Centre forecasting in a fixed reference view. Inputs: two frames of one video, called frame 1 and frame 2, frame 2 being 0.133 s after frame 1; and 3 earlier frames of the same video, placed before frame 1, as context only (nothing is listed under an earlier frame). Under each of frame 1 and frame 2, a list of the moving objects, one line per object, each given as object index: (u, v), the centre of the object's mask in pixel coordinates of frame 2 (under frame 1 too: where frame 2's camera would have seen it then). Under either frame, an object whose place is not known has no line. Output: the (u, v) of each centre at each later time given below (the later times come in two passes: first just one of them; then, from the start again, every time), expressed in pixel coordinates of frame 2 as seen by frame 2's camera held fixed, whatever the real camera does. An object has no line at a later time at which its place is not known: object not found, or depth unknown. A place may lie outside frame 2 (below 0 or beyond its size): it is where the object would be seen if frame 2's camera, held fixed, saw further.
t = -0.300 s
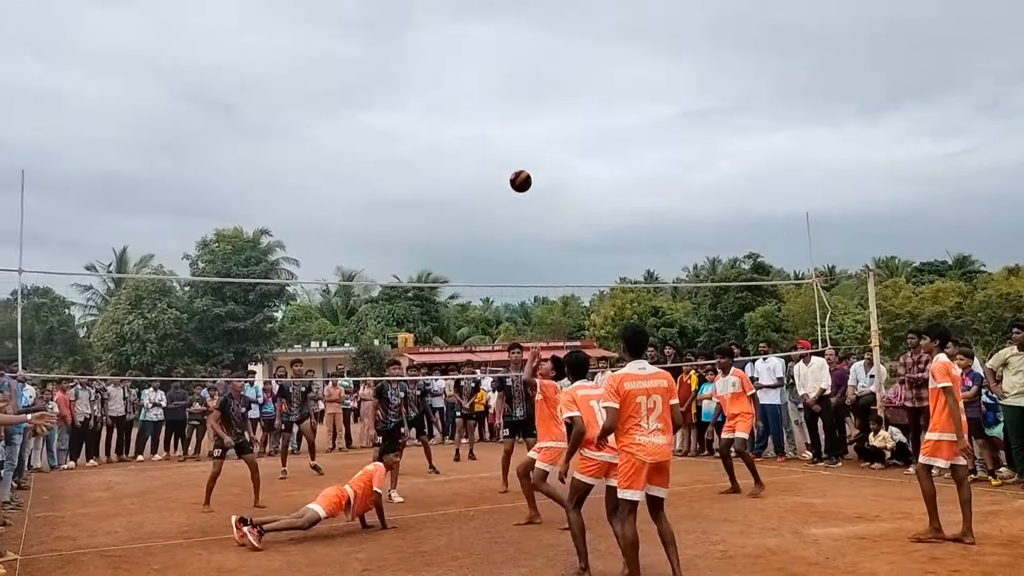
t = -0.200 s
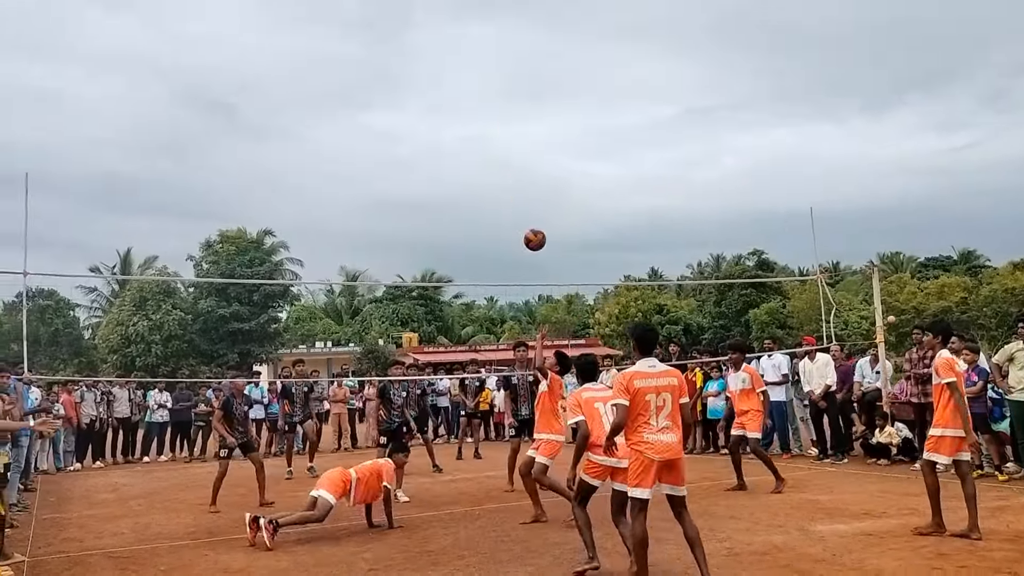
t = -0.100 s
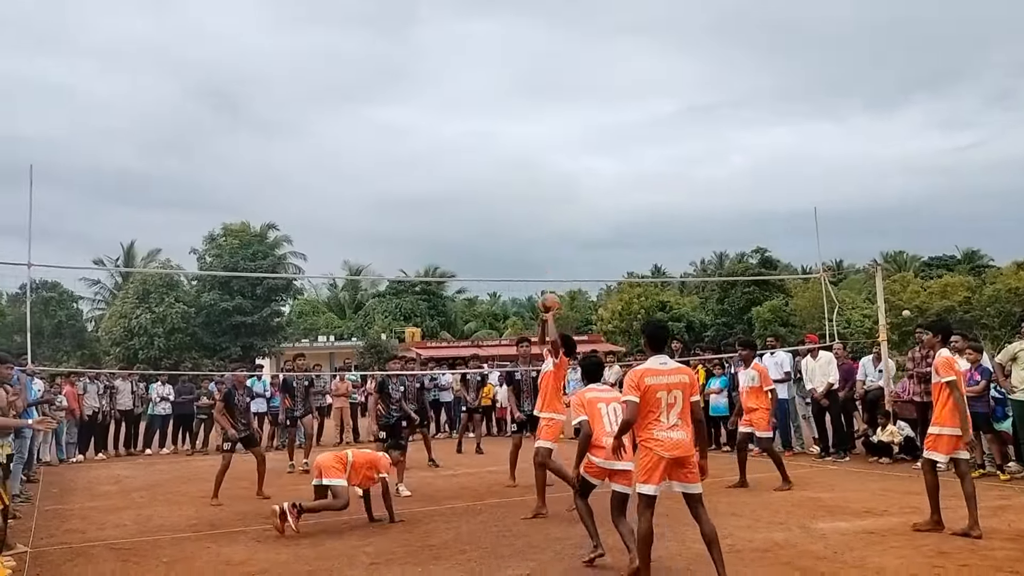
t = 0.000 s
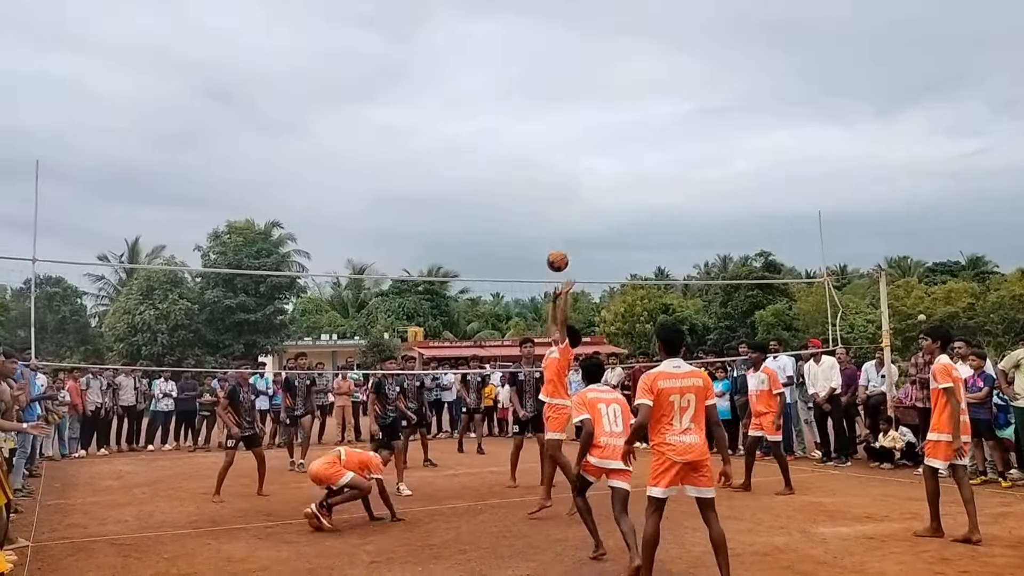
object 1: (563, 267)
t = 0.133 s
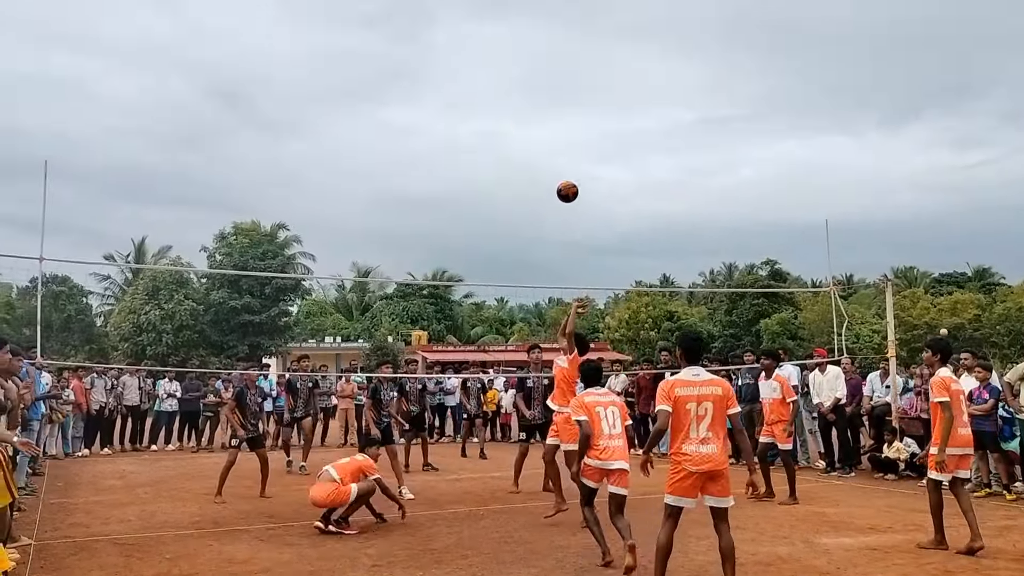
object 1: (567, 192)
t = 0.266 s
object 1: (573, 137)
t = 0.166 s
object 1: (568, 176)
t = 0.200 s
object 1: (569, 162)
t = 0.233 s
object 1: (571, 149)
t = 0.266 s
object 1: (573, 137)
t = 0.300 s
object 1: (574, 125)
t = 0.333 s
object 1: (575, 116)
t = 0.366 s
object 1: (576, 108)
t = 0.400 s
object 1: (578, 100)
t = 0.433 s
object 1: (579, 94)
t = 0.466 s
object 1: (581, 88)
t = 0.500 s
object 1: (582, 84)
